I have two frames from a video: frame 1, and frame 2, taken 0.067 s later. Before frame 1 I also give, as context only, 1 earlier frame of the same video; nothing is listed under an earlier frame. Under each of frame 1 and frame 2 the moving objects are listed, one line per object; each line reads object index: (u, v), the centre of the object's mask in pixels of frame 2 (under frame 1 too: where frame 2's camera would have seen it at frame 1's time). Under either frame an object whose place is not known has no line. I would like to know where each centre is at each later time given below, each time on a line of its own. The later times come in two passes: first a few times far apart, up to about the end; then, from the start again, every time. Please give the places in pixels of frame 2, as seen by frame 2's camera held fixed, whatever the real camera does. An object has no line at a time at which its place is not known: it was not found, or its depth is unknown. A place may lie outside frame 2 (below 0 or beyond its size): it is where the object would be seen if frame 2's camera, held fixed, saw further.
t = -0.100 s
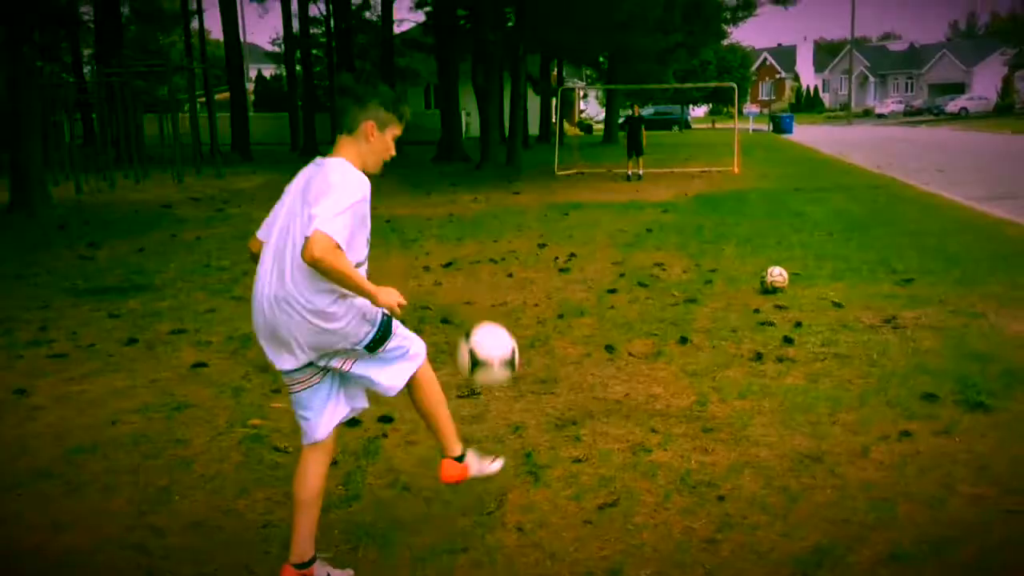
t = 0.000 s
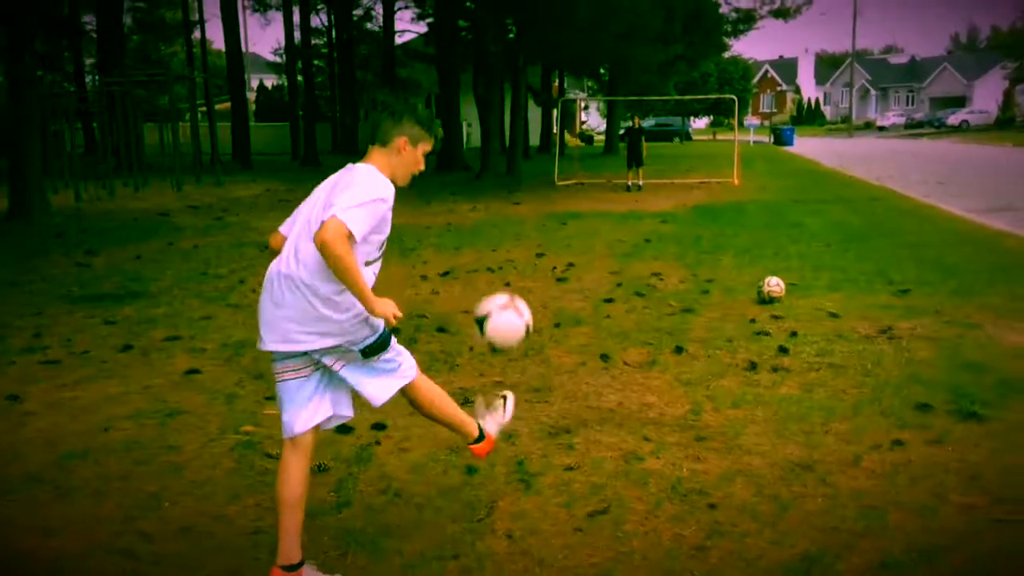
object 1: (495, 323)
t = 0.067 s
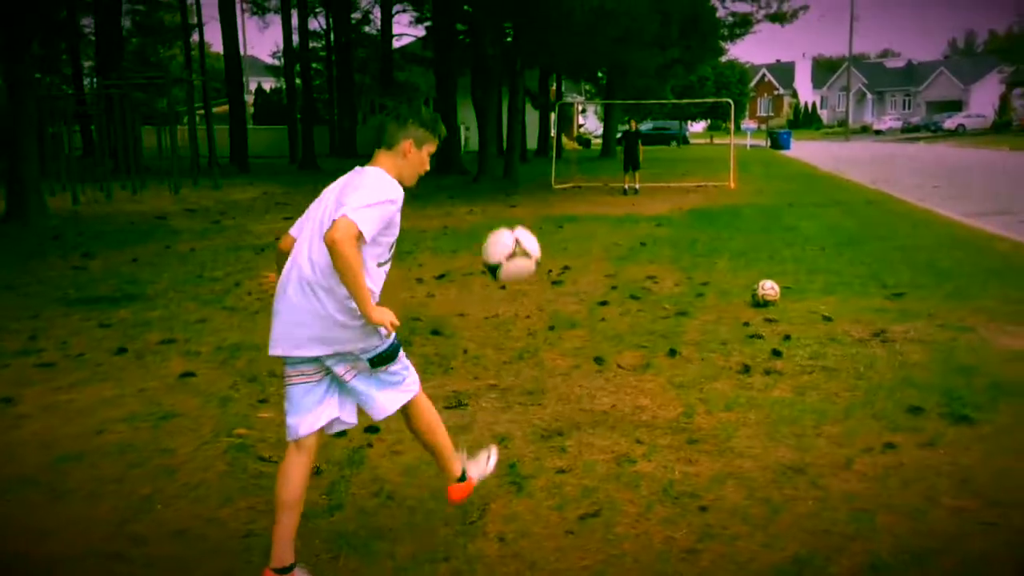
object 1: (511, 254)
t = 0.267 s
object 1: (552, 119)
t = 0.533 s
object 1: (608, 116)
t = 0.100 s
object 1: (518, 222)
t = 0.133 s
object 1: (525, 195)
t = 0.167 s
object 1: (531, 172)
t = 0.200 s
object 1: (538, 151)
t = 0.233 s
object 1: (545, 133)
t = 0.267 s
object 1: (552, 119)
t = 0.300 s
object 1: (559, 108)
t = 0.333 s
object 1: (565, 99)
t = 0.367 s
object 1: (573, 95)
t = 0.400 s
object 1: (580, 93)
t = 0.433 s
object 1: (587, 94)
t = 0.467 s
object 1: (595, 98)
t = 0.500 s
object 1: (601, 106)
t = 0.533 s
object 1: (608, 116)
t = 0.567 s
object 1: (614, 126)
